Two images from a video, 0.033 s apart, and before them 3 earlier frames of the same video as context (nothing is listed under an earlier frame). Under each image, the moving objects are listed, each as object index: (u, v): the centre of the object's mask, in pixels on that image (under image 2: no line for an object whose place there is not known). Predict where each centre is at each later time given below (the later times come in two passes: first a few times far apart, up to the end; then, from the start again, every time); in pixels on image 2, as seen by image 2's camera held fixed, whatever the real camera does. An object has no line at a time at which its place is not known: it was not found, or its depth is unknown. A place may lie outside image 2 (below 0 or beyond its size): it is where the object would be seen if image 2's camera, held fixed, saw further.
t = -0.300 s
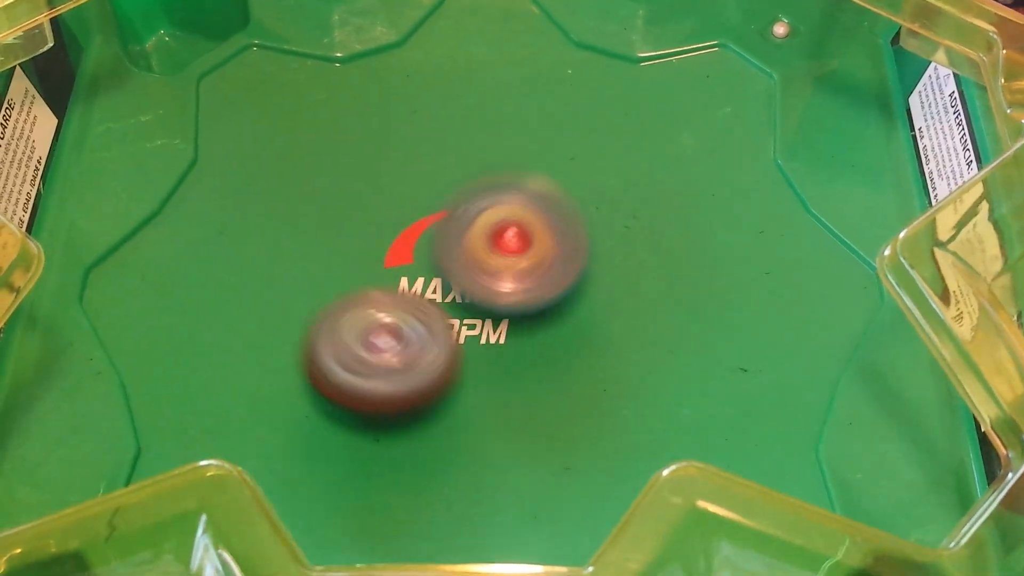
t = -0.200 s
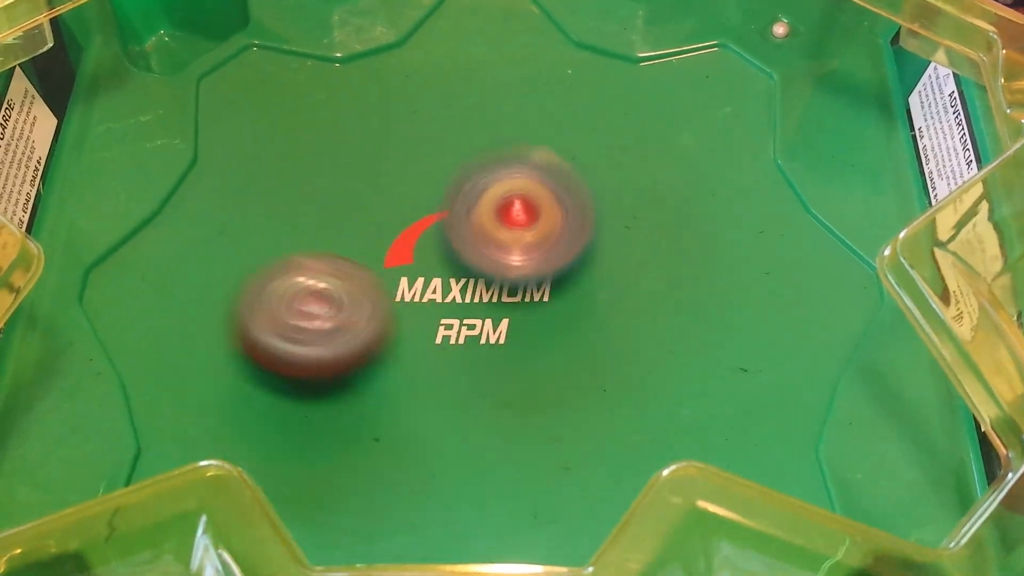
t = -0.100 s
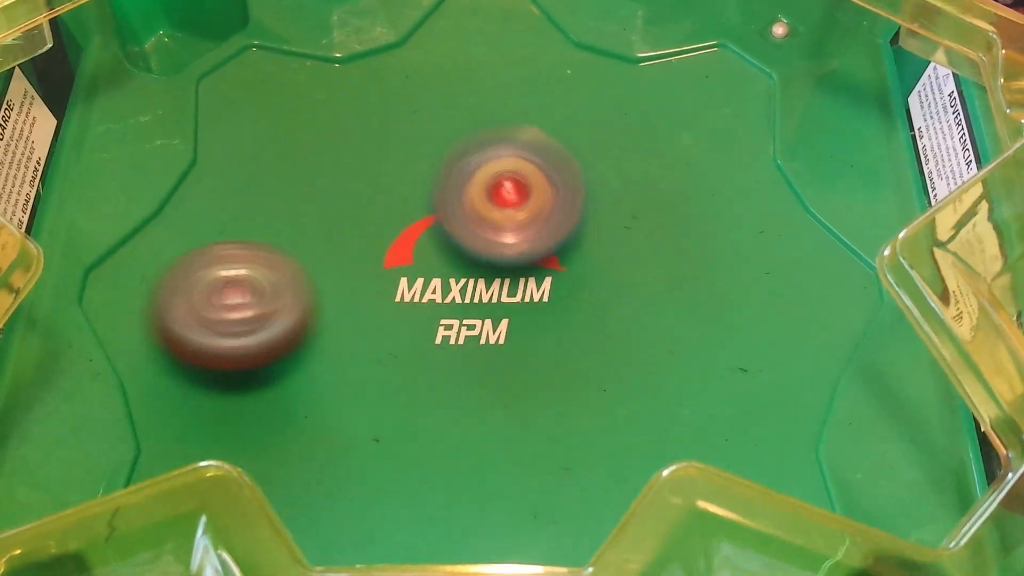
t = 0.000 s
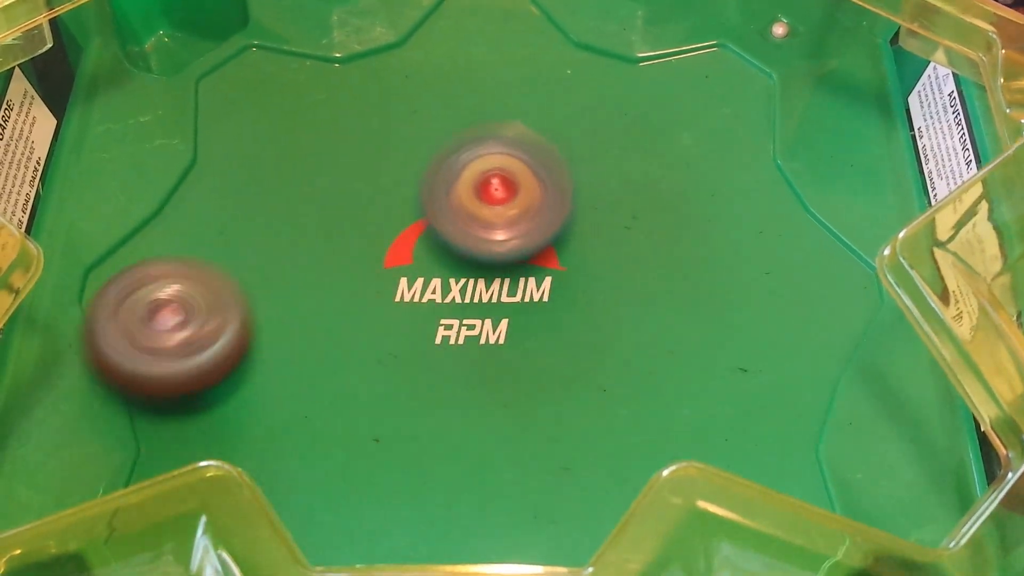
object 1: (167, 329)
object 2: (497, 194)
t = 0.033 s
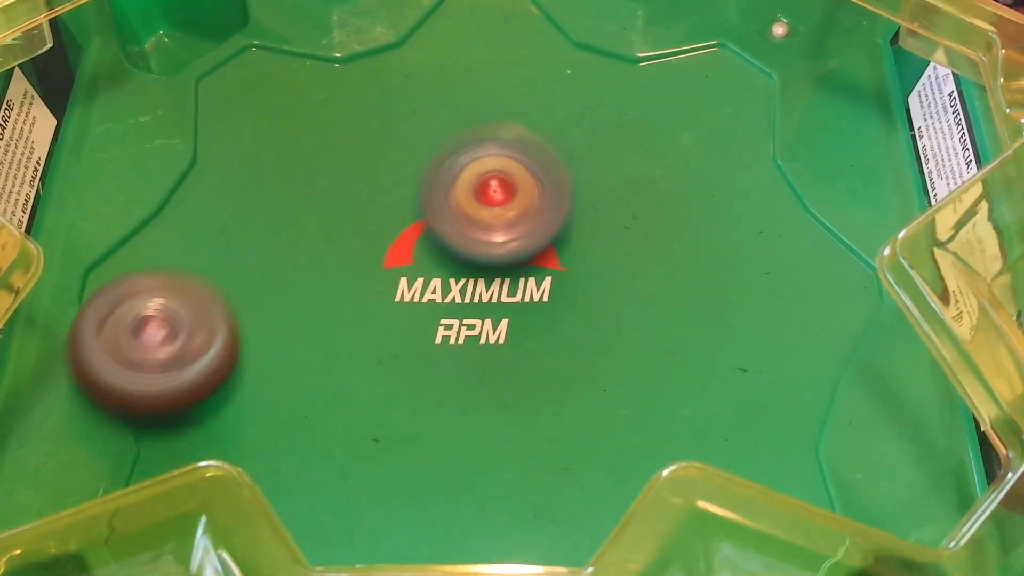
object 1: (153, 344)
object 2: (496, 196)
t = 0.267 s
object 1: (289, 382)
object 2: (506, 237)
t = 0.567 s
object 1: (309, 173)
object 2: (597, 267)
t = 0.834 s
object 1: (225, 198)
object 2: (592, 268)
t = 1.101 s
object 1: (394, 224)
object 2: (553, 307)
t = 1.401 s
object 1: (507, 98)
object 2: (511, 353)
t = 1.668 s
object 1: (471, 121)
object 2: (467, 367)
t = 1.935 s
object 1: (545, 226)
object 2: (427, 358)
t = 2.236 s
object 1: (684, 241)
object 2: (394, 320)
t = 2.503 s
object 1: (630, 252)
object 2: (389, 275)
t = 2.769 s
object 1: (545, 358)
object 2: (401, 243)
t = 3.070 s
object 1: (549, 425)
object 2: (445, 231)
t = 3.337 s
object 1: (490, 398)
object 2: (518, 231)
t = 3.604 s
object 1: (406, 366)
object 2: (553, 239)
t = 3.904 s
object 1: (360, 332)
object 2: (557, 272)
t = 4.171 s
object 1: (357, 283)
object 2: (534, 326)
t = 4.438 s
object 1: (374, 233)
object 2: (495, 360)
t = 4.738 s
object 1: (401, 188)
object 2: (445, 358)
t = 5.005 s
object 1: (455, 170)
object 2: (404, 330)
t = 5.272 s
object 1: (506, 176)
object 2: (395, 287)
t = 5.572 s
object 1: (562, 223)
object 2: (394, 252)
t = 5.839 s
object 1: (592, 284)
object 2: (413, 234)
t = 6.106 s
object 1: (593, 338)
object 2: (465, 245)
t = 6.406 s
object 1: (570, 388)
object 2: (503, 256)
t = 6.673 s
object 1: (503, 404)
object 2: (511, 247)
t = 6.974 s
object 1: (400, 391)
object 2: (498, 270)
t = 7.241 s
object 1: (341, 352)
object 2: (492, 277)
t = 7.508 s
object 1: (325, 294)
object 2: (494, 288)
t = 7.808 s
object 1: (335, 225)
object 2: (505, 290)
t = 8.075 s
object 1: (381, 199)
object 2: (526, 316)
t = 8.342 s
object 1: (468, 197)
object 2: (512, 330)
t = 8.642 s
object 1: (547, 214)
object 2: (476, 353)
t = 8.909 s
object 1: (581, 261)
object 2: (434, 336)
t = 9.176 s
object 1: (584, 316)
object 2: (403, 295)
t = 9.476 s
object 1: (532, 363)
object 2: (409, 244)
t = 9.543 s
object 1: (516, 369)
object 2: (419, 240)
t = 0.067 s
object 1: (147, 361)
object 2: (496, 199)
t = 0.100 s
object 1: (158, 379)
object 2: (497, 204)
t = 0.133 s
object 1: (176, 391)
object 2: (499, 210)
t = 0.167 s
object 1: (202, 397)
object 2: (502, 216)
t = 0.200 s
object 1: (232, 398)
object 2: (505, 222)
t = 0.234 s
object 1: (261, 394)
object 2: (506, 229)
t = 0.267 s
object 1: (289, 382)
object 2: (506, 237)
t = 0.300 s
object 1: (315, 365)
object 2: (508, 246)
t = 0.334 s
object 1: (338, 343)
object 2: (513, 255)
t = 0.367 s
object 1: (355, 318)
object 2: (515, 259)
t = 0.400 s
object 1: (358, 289)
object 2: (530, 263)
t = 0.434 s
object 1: (354, 260)
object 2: (553, 267)
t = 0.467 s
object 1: (347, 233)
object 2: (571, 269)
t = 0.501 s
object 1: (337, 210)
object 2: (582, 269)
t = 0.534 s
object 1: (325, 190)
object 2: (591, 268)
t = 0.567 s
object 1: (309, 173)
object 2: (597, 267)
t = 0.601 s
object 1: (292, 162)
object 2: (601, 265)
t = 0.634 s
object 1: (275, 153)
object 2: (603, 264)
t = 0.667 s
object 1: (257, 149)
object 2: (604, 263)
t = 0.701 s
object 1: (242, 151)
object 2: (603, 263)
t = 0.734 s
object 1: (231, 157)
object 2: (602, 263)
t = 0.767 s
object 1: (222, 168)
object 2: (599, 264)
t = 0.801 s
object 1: (219, 183)
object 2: (596, 266)
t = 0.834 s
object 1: (225, 198)
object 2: (592, 268)
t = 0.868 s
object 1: (238, 211)
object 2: (588, 272)
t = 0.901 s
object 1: (255, 221)
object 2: (583, 276)
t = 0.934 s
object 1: (275, 229)
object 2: (578, 281)
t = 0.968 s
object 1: (295, 235)
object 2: (573, 285)
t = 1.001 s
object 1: (317, 237)
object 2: (569, 291)
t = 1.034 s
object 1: (343, 235)
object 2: (564, 296)
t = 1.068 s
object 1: (370, 231)
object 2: (558, 301)
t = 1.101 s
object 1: (394, 224)
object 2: (553, 307)
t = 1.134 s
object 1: (418, 213)
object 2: (549, 313)
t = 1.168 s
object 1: (443, 200)
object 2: (544, 319)
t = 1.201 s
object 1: (465, 186)
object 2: (540, 325)
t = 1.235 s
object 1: (481, 171)
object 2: (536, 330)
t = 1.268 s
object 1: (494, 155)
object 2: (533, 335)
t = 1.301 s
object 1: (503, 139)
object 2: (527, 339)
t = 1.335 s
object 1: (508, 123)
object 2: (522, 345)
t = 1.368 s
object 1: (510, 108)
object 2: (516, 350)
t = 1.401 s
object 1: (507, 98)
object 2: (511, 353)
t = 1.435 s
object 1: (502, 90)
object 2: (506, 356)
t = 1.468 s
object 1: (495, 84)
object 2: (500, 359)
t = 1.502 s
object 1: (488, 82)
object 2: (495, 362)
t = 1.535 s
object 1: (482, 84)
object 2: (489, 364)
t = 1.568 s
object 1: (478, 89)
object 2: (483, 366)
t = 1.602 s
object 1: (474, 98)
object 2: (475, 368)
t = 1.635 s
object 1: (472, 108)
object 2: (472, 368)
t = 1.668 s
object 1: (471, 121)
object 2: (467, 367)
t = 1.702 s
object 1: (473, 135)
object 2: (461, 368)
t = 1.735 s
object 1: (476, 150)
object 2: (456, 367)
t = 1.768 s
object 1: (481, 163)
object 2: (451, 366)
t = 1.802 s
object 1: (489, 176)
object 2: (443, 366)
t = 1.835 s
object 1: (504, 192)
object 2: (438, 366)
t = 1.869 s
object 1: (517, 206)
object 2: (436, 363)
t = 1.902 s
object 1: (530, 217)
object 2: (431, 361)
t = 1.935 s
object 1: (545, 226)
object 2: (427, 358)
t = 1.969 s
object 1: (566, 235)
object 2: (423, 354)
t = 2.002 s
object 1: (590, 246)
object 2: (418, 351)
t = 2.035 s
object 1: (610, 252)
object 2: (414, 347)
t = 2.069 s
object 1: (626, 254)
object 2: (409, 343)
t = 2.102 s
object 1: (641, 254)
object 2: (405, 339)
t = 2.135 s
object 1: (657, 252)
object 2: (402, 333)
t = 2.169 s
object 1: (670, 249)
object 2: (399, 329)
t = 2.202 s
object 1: (680, 246)
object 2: (396, 325)
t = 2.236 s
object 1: (684, 241)
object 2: (394, 320)
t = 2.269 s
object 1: (684, 237)
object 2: (392, 314)
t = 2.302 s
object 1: (681, 234)
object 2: (391, 309)
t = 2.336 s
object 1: (677, 234)
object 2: (390, 303)
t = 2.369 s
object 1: (671, 236)
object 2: (390, 298)
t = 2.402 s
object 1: (662, 240)
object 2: (390, 292)
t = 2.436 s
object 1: (652, 243)
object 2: (389, 287)
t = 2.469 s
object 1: (641, 247)
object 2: (389, 281)
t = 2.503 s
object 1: (630, 252)
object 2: (389, 275)
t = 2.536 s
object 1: (619, 257)
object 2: (389, 271)
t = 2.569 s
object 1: (608, 262)
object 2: (390, 267)
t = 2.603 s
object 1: (597, 268)
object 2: (391, 261)
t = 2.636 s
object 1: (583, 283)
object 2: (392, 257)
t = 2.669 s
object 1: (569, 300)
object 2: (394, 253)
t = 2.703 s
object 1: (557, 320)
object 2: (396, 249)
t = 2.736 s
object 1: (549, 339)
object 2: (398, 246)
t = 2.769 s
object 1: (545, 358)
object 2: (401, 243)
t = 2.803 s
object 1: (542, 376)
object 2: (400, 239)
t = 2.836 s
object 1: (541, 392)
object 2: (401, 237)
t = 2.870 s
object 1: (543, 405)
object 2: (404, 235)
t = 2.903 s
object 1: (548, 415)
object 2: (408, 234)
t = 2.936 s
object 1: (553, 420)
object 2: (413, 233)
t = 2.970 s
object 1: (555, 423)
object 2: (420, 232)
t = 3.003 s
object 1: (554, 425)
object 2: (427, 231)
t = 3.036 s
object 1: (552, 425)
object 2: (436, 231)
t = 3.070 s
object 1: (549, 425)
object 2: (445, 231)
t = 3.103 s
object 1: (544, 423)
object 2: (453, 231)
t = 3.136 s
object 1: (538, 421)
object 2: (463, 231)
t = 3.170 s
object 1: (532, 418)
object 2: (472, 231)
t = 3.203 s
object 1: (524, 415)
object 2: (482, 231)
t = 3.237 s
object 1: (516, 411)
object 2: (492, 231)
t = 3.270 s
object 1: (508, 407)
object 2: (500, 231)
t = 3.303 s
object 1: (499, 403)
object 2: (509, 232)
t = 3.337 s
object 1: (490, 398)
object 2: (518, 231)
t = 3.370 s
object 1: (481, 393)
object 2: (526, 232)
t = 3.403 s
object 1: (472, 388)
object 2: (532, 232)
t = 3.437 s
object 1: (464, 382)
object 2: (536, 234)
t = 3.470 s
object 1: (456, 378)
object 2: (541, 234)
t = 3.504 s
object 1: (449, 375)
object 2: (545, 235)
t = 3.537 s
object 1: (436, 373)
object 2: (548, 237)
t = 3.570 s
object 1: (419, 370)
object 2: (551, 237)
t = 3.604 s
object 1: (406, 366)
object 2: (553, 239)
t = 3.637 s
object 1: (395, 361)
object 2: (555, 241)
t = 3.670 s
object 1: (388, 357)
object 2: (556, 244)
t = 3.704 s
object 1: (383, 354)
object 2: (558, 247)
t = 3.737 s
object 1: (379, 351)
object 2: (558, 249)
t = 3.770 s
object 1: (374, 349)
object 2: (559, 254)
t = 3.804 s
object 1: (369, 346)
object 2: (559, 257)
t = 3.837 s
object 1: (365, 343)
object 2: (558, 261)
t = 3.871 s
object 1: (362, 338)
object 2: (558, 267)
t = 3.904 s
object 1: (360, 332)
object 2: (557, 272)
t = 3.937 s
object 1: (358, 326)
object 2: (556, 279)
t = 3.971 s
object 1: (356, 320)
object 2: (554, 285)
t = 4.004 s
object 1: (355, 314)
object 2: (553, 292)
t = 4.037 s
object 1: (355, 309)
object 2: (549, 300)
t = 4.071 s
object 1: (355, 302)
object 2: (547, 306)
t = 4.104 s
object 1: (355, 296)
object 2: (542, 314)
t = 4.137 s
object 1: (356, 290)
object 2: (539, 320)
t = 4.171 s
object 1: (357, 283)
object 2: (534, 326)
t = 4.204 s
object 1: (358, 277)
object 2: (531, 331)
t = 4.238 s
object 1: (359, 270)
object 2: (526, 336)
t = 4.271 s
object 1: (360, 264)
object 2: (523, 342)
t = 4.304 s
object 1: (363, 257)
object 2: (517, 348)
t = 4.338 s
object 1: (365, 251)
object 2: (513, 352)
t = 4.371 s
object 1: (368, 245)
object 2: (506, 356)
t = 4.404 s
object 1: (371, 239)
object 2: (502, 358)
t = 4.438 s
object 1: (374, 233)
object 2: (495, 360)
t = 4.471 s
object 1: (377, 227)
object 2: (491, 361)
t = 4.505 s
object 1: (380, 222)
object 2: (485, 363)
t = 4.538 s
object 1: (385, 218)
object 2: (480, 363)
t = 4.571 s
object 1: (389, 214)
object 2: (474, 363)
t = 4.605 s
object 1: (391, 210)
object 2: (468, 363)
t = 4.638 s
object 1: (392, 204)
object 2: (462, 363)
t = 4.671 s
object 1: (394, 197)
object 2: (457, 361)
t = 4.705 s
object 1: (397, 191)
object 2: (452, 360)
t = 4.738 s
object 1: (401, 188)
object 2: (445, 358)
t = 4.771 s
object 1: (407, 186)
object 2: (439, 356)
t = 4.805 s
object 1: (412, 186)
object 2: (431, 353)
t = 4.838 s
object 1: (418, 185)
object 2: (425, 349)
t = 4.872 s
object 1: (424, 183)
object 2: (418, 345)
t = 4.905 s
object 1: (431, 177)
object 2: (414, 344)
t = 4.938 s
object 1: (441, 172)
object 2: (409, 338)
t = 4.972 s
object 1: (448, 170)
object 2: (406, 334)
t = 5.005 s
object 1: (455, 170)
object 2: (404, 330)
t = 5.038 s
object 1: (461, 171)
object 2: (400, 326)
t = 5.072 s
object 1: (467, 173)
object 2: (398, 321)
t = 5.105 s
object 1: (474, 174)
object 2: (395, 316)
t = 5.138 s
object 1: (479, 173)
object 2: (394, 310)
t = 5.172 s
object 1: (483, 173)
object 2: (394, 305)
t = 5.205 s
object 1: (488, 175)
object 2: (394, 299)
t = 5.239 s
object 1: (497, 175)
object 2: (394, 293)
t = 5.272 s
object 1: (506, 176)
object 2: (395, 287)
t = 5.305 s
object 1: (512, 180)
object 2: (398, 278)
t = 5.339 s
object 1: (519, 184)
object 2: (398, 273)
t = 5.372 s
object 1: (527, 187)
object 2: (396, 269)
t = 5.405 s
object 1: (534, 192)
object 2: (393, 267)
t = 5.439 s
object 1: (540, 198)
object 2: (392, 265)
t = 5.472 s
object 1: (546, 204)
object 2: (390, 261)
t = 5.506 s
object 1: (551, 210)
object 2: (392, 255)
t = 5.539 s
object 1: (556, 216)
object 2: (393, 253)
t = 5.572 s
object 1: (562, 223)
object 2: (394, 252)
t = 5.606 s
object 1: (566, 230)
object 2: (396, 251)
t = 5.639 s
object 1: (570, 237)
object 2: (397, 249)
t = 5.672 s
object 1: (574, 245)
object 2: (397, 243)
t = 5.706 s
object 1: (578, 253)
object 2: (399, 236)
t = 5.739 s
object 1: (583, 261)
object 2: (401, 234)
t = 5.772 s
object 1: (586, 269)
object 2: (405, 233)
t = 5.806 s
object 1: (590, 276)
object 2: (410, 234)
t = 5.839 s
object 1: (592, 284)
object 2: (413, 234)
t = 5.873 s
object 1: (594, 292)
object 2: (418, 234)
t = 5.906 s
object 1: (596, 299)
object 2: (423, 235)
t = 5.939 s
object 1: (597, 306)
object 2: (428, 237)
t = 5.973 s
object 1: (598, 313)
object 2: (434, 238)
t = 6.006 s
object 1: (598, 320)
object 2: (440, 239)
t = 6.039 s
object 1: (596, 326)
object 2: (447, 241)
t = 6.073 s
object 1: (596, 332)
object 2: (455, 243)
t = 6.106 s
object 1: (593, 338)
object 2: (465, 245)
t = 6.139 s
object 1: (593, 346)
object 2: (472, 246)
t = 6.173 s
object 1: (593, 355)
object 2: (476, 245)
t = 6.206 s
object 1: (592, 362)
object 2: (479, 245)
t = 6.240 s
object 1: (590, 368)
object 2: (481, 246)
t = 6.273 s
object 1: (587, 373)
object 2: (482, 247)
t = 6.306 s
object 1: (585, 378)
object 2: (489, 251)
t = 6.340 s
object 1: (580, 382)
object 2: (494, 254)
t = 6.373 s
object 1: (576, 385)
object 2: (497, 256)
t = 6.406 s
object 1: (570, 388)
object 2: (503, 256)
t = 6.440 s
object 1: (563, 393)
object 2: (507, 255)
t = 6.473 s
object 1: (556, 396)
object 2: (511, 255)
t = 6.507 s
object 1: (548, 399)
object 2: (512, 254)
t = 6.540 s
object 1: (541, 401)
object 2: (513, 253)
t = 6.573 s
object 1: (531, 402)
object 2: (512, 250)
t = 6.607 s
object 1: (522, 403)
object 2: (511, 248)
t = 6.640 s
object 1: (513, 403)
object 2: (511, 247)
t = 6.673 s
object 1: (503, 404)
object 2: (511, 247)
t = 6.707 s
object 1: (492, 403)
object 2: (510, 249)
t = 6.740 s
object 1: (481, 403)
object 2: (509, 250)
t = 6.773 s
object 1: (470, 402)
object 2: (507, 253)
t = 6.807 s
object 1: (459, 400)
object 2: (507, 254)
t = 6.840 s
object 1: (447, 398)
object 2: (509, 255)
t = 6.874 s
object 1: (436, 397)
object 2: (508, 257)
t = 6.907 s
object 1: (425, 395)
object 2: (505, 263)
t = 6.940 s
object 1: (413, 392)
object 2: (499, 268)
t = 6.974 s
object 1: (400, 391)
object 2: (498, 270)
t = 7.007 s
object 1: (389, 389)
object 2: (496, 271)
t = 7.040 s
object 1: (381, 385)
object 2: (496, 271)
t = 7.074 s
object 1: (373, 380)
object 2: (494, 272)
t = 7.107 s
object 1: (366, 375)
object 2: (491, 274)
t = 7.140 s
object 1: (360, 370)
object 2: (490, 276)
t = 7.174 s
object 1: (354, 364)
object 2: (490, 278)
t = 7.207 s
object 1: (347, 358)
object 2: (491, 277)
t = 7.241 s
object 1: (341, 352)
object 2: (492, 277)
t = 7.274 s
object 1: (337, 346)
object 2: (491, 278)
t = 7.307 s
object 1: (333, 339)
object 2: (491, 279)
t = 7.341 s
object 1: (330, 332)
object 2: (490, 279)
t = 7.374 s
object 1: (329, 326)
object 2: (490, 279)
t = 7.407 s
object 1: (328, 319)
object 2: (489, 279)
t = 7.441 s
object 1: (328, 311)
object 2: (489, 280)
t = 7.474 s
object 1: (327, 303)
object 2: (489, 281)
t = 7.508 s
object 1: (325, 294)
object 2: (494, 288)
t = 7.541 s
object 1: (323, 286)
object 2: (495, 286)
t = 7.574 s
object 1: (324, 278)
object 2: (494, 277)
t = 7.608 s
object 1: (325, 270)
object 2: (495, 274)
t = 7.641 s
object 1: (326, 263)
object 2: (495, 273)
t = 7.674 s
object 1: (328, 256)
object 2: (494, 274)
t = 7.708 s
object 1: (332, 249)
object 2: (491, 275)
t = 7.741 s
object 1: (335, 244)
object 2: (489, 276)
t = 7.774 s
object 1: (335, 234)
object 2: (497, 287)
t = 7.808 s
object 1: (335, 225)
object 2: (505, 290)
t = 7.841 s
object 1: (337, 218)
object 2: (509, 297)
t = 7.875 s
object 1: (341, 212)
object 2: (513, 300)
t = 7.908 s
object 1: (345, 208)
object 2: (516, 303)
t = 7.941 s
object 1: (351, 205)
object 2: (519, 306)
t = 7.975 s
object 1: (356, 203)
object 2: (523, 310)
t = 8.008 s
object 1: (364, 201)
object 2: (524, 312)
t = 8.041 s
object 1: (371, 200)
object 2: (525, 314)
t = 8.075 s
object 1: (381, 199)
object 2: (526, 316)
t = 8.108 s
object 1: (391, 199)
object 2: (525, 318)
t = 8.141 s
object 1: (401, 199)
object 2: (525, 319)
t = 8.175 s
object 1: (412, 198)
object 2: (523, 320)
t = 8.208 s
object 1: (423, 199)
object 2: (522, 321)
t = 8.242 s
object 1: (434, 199)
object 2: (519, 321)
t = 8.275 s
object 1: (446, 201)
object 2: (518, 323)
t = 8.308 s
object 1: (457, 201)
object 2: (514, 326)
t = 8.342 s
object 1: (468, 197)
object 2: (512, 330)
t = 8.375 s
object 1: (479, 194)
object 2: (508, 333)
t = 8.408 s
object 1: (489, 194)
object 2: (506, 336)
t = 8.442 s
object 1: (500, 194)
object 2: (502, 344)
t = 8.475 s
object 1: (509, 196)
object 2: (497, 347)
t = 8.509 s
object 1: (517, 198)
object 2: (493, 350)
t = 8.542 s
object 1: (525, 202)
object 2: (488, 351)
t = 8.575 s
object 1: (533, 206)
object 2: (486, 352)
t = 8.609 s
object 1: (540, 210)
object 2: (481, 353)
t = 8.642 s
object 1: (547, 214)
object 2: (476, 353)
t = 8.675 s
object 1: (555, 217)
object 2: (471, 353)
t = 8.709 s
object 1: (560, 221)
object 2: (466, 352)
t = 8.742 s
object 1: (564, 227)
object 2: (461, 350)
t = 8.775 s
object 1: (568, 233)
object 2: (457, 349)
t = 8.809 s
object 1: (571, 240)
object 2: (452, 346)
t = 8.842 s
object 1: (573, 247)
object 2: (448, 343)
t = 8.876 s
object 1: (577, 254)
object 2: (442, 340)
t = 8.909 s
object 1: (581, 261)
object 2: (434, 336)
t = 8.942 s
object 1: (585, 267)
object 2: (428, 330)
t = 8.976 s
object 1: (588, 274)
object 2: (423, 327)
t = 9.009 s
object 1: (590, 282)
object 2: (417, 323)
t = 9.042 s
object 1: (590, 289)
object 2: (414, 316)
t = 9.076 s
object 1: (590, 296)
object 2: (411, 311)
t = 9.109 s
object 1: (588, 302)
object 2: (408, 306)
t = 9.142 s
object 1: (587, 310)
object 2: (405, 300)
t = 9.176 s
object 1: (584, 316)
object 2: (403, 295)
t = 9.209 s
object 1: (581, 323)
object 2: (401, 289)
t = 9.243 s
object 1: (577, 329)
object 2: (401, 283)
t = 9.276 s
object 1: (572, 334)
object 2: (401, 278)
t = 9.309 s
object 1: (567, 340)
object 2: (402, 273)
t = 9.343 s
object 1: (561, 345)
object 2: (403, 267)
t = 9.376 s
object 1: (554, 350)
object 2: (405, 261)
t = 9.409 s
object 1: (547, 355)
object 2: (405, 254)
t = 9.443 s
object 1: (539, 359)
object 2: (406, 248)
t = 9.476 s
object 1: (532, 363)
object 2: (409, 244)
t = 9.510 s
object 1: (524, 366)
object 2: (414, 243)
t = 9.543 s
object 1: (516, 369)
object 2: (419, 240)
